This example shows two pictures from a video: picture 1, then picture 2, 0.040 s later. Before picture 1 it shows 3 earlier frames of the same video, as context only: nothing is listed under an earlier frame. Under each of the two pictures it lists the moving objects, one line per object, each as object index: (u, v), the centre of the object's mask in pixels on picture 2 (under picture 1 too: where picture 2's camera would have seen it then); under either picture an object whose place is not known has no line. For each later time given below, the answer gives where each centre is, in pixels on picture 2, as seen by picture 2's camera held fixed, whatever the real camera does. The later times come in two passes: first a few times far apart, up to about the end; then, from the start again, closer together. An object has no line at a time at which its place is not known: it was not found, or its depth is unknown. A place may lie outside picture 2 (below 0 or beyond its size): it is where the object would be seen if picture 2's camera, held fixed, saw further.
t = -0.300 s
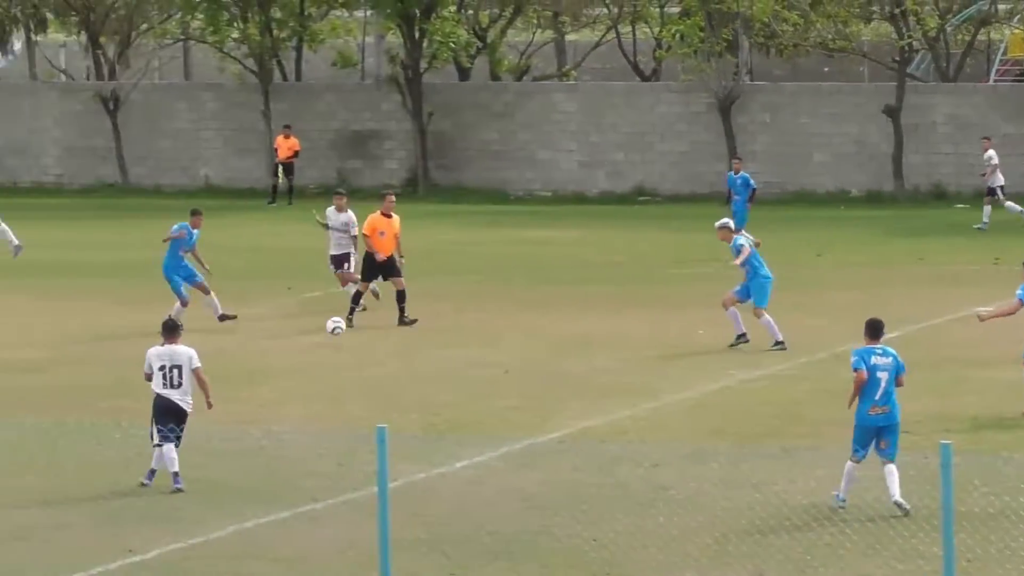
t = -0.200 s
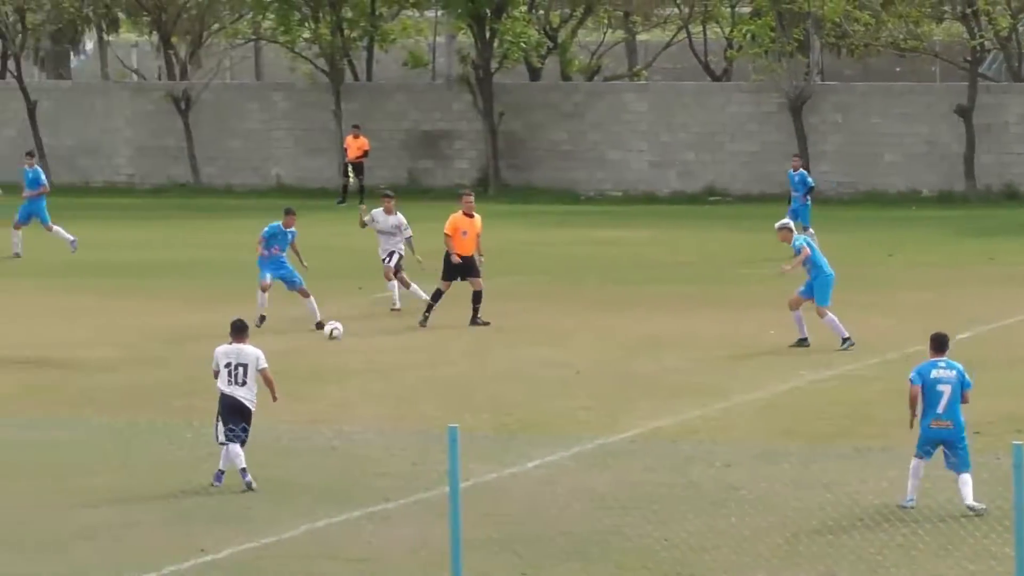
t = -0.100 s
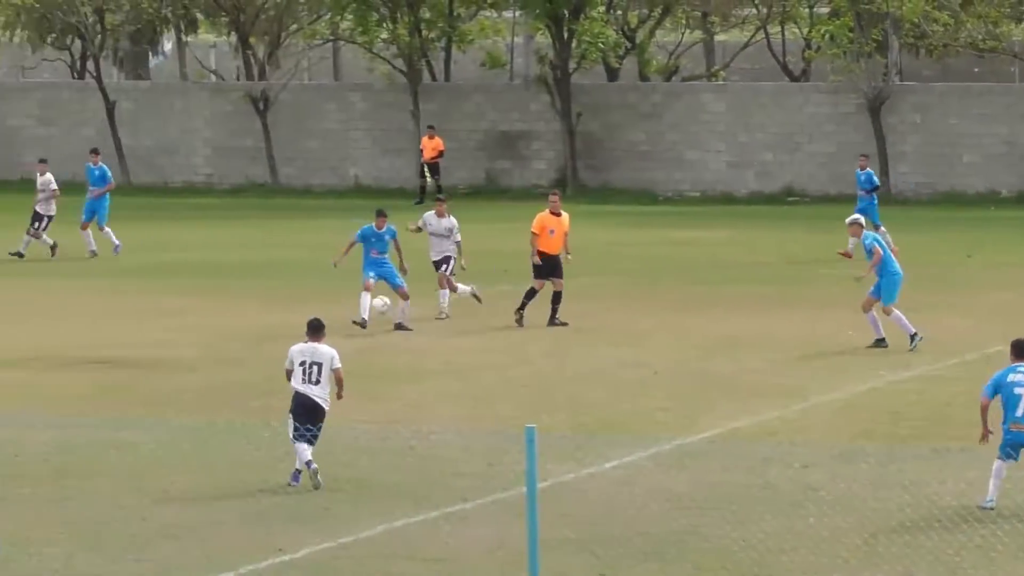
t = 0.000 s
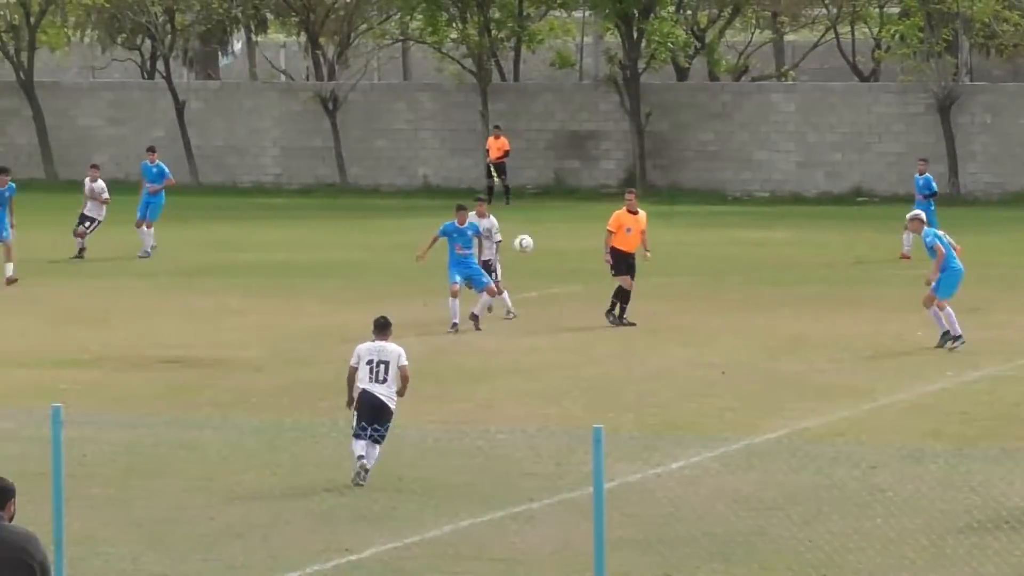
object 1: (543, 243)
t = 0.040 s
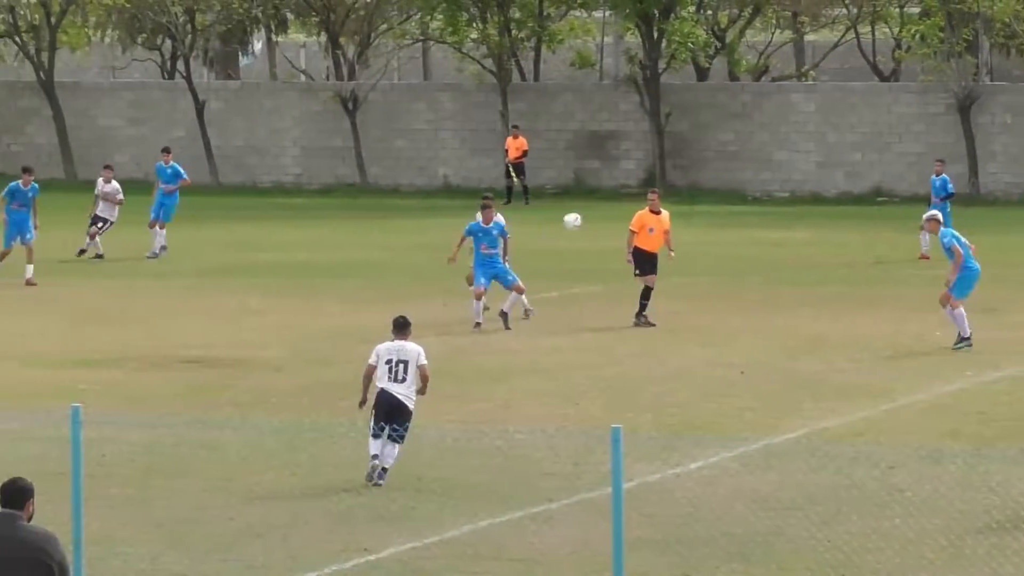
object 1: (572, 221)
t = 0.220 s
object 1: (702, 137)
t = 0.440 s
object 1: (860, 63)
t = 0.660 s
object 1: (1005, 24)
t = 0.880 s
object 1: (1159, 19)
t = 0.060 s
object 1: (587, 210)
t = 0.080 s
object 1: (602, 200)
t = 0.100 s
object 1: (616, 191)
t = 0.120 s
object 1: (631, 181)
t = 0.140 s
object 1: (645, 172)
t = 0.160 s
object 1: (659, 163)
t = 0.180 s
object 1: (674, 154)
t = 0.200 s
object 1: (688, 145)
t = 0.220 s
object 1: (702, 137)
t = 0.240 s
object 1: (716, 129)
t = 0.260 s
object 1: (730, 121)
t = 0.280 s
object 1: (744, 114)
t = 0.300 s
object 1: (759, 107)
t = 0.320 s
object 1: (774, 99)
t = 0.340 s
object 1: (788, 93)
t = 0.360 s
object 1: (802, 86)
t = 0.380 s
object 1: (816, 80)
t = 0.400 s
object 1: (831, 74)
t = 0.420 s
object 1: (845, 69)
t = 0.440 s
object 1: (860, 63)
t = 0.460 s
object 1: (874, 58)
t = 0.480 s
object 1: (888, 54)
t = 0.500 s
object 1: (903, 48)
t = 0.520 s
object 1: (917, 44)
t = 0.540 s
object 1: (930, 41)
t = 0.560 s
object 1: (944, 37)
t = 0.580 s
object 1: (954, 33)
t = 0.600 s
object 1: (969, 30)
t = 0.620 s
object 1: (980, 28)
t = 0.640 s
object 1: (993, 26)
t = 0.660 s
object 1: (1005, 24)
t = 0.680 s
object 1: (1018, 21)
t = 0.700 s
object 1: (1032, 19)
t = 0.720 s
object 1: (1047, 18)
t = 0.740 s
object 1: (1060, 17)
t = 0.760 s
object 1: (1074, 16)
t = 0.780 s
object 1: (1088, 16)
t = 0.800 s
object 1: (1102, 15)
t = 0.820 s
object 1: (1116, 15)
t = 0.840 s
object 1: (1130, 15)
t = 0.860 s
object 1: (1145, 17)
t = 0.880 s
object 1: (1159, 19)
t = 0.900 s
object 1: (1173, 20)
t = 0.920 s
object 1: (1188, 22)
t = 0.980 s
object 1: (1231, 27)
